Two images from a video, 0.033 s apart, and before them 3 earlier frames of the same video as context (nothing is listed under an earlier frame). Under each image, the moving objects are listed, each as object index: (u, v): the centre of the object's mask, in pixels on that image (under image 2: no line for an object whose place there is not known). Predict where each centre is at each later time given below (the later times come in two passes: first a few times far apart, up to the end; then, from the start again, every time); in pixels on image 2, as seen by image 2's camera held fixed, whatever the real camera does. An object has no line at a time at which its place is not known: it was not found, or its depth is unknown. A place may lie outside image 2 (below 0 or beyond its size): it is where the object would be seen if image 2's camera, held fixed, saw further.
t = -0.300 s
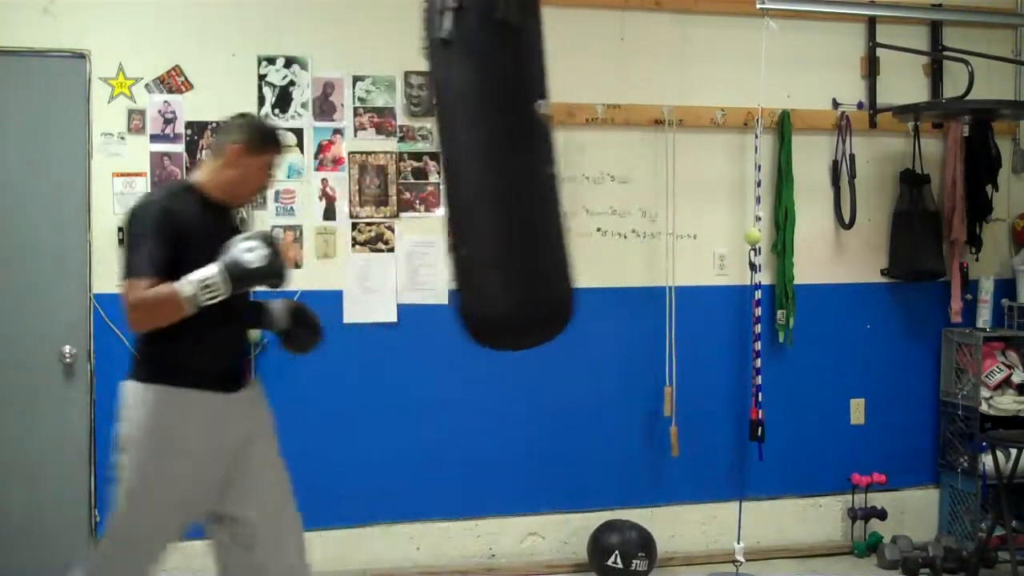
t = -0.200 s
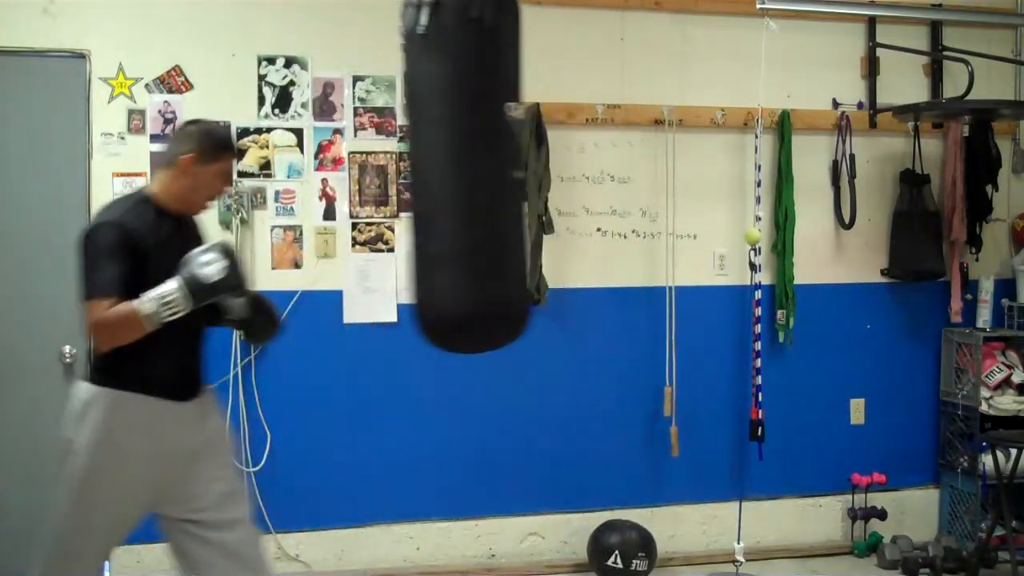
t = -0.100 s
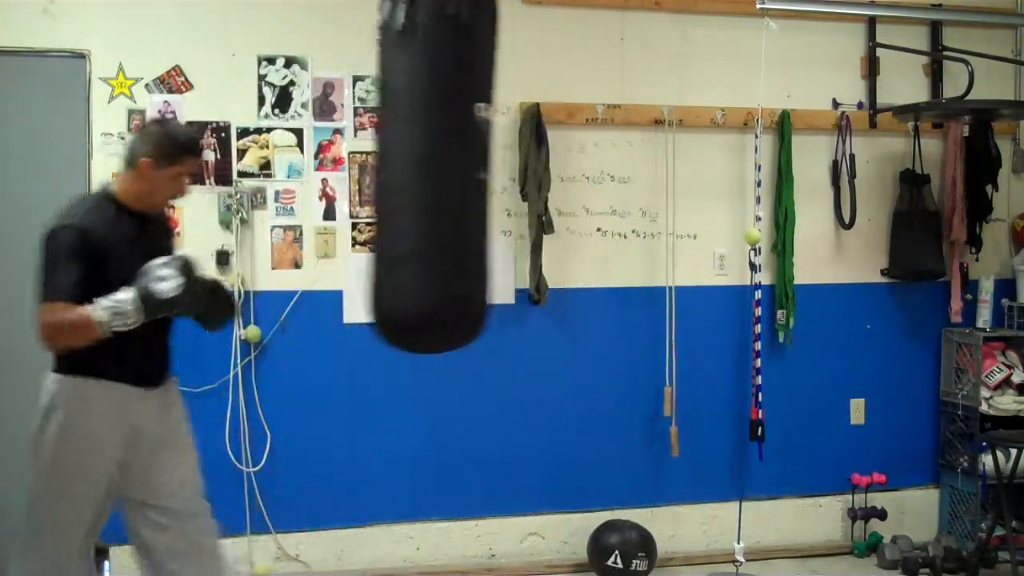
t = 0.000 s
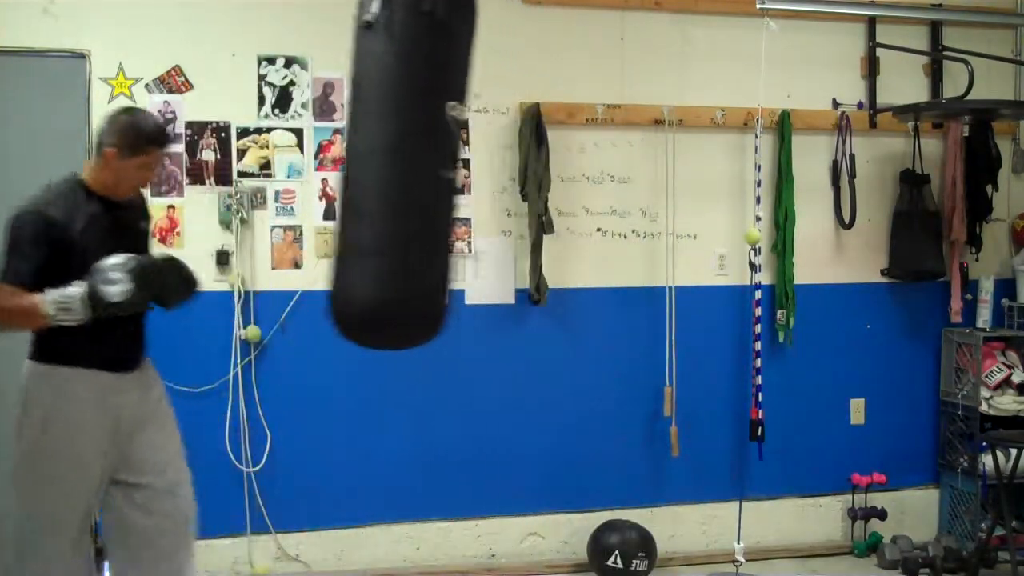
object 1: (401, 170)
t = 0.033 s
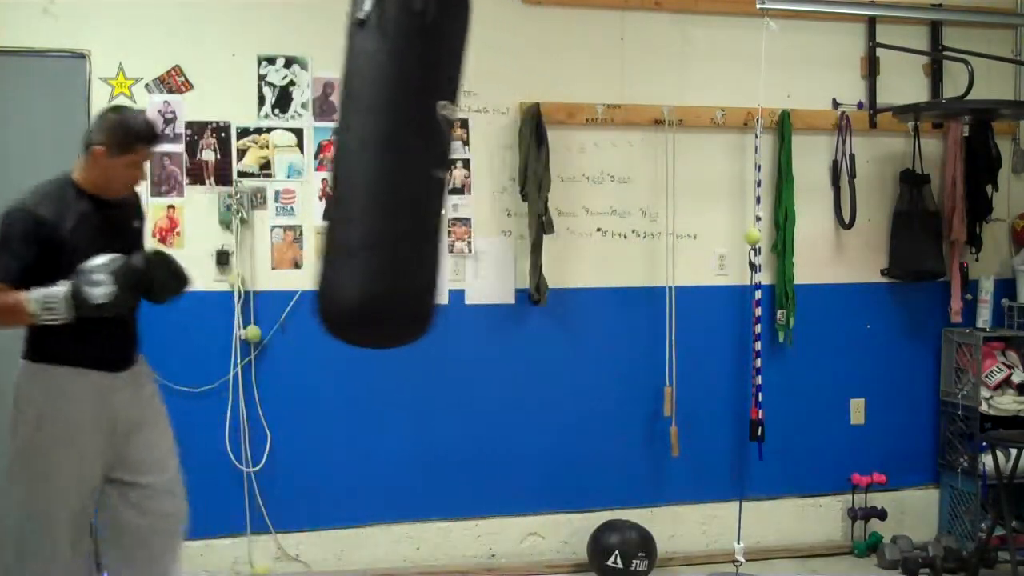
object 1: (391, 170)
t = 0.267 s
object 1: (339, 163)
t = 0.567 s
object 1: (337, 163)
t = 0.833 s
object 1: (392, 166)
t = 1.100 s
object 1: (473, 167)
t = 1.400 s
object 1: (552, 159)
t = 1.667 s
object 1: (583, 155)
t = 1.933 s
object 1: (561, 161)
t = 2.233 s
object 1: (485, 173)
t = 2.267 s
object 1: (474, 172)
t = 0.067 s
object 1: (380, 168)
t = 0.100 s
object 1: (372, 168)
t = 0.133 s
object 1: (363, 166)
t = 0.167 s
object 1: (357, 166)
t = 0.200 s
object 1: (351, 165)
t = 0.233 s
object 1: (344, 164)
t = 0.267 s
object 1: (339, 163)
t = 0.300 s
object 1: (336, 163)
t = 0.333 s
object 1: (331, 162)
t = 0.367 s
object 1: (329, 162)
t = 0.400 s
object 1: (329, 162)
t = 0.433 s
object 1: (329, 162)
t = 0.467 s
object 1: (329, 162)
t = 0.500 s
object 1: (331, 162)
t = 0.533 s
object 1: (334, 162)
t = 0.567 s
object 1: (337, 163)
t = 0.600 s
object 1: (342, 163)
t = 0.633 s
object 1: (346, 163)
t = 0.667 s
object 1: (352, 164)
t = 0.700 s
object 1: (360, 165)
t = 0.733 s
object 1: (366, 165)
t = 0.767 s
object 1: (374, 165)
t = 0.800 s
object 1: (382, 166)
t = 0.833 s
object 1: (392, 166)
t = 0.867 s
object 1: (403, 168)
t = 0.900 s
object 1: (413, 169)
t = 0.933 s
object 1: (422, 168)
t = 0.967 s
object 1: (433, 168)
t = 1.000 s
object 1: (442, 167)
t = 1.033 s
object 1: (454, 168)
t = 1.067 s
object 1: (464, 168)
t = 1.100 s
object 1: (473, 167)
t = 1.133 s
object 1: (483, 166)
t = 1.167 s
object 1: (495, 166)
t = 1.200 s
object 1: (504, 166)
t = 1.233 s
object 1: (512, 163)
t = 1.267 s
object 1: (522, 163)
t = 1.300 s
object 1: (529, 161)
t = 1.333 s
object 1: (538, 162)
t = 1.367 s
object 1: (546, 161)
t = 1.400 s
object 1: (552, 159)
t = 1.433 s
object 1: (558, 159)
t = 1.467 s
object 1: (564, 158)
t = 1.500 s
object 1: (569, 157)
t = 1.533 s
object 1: (574, 157)
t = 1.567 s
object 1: (578, 157)
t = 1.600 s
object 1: (580, 156)
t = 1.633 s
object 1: (582, 156)
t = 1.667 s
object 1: (583, 155)
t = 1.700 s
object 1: (583, 155)
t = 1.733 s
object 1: (583, 156)
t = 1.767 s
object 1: (581, 157)
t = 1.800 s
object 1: (579, 157)
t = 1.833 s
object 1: (577, 159)
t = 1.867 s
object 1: (571, 159)
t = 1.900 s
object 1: (567, 161)
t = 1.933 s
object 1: (561, 161)
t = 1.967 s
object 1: (556, 163)
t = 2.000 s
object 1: (548, 164)
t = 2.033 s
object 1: (542, 166)
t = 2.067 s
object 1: (532, 166)
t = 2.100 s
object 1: (525, 168)
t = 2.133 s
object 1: (514, 168)
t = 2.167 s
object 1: (506, 170)
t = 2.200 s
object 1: (496, 171)
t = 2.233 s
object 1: (485, 173)
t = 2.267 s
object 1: (474, 172)
